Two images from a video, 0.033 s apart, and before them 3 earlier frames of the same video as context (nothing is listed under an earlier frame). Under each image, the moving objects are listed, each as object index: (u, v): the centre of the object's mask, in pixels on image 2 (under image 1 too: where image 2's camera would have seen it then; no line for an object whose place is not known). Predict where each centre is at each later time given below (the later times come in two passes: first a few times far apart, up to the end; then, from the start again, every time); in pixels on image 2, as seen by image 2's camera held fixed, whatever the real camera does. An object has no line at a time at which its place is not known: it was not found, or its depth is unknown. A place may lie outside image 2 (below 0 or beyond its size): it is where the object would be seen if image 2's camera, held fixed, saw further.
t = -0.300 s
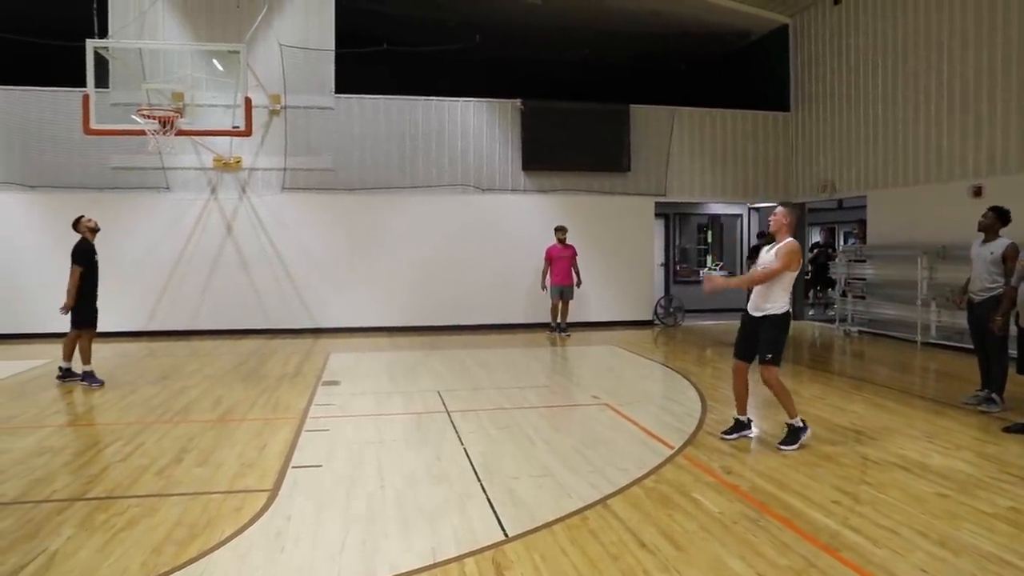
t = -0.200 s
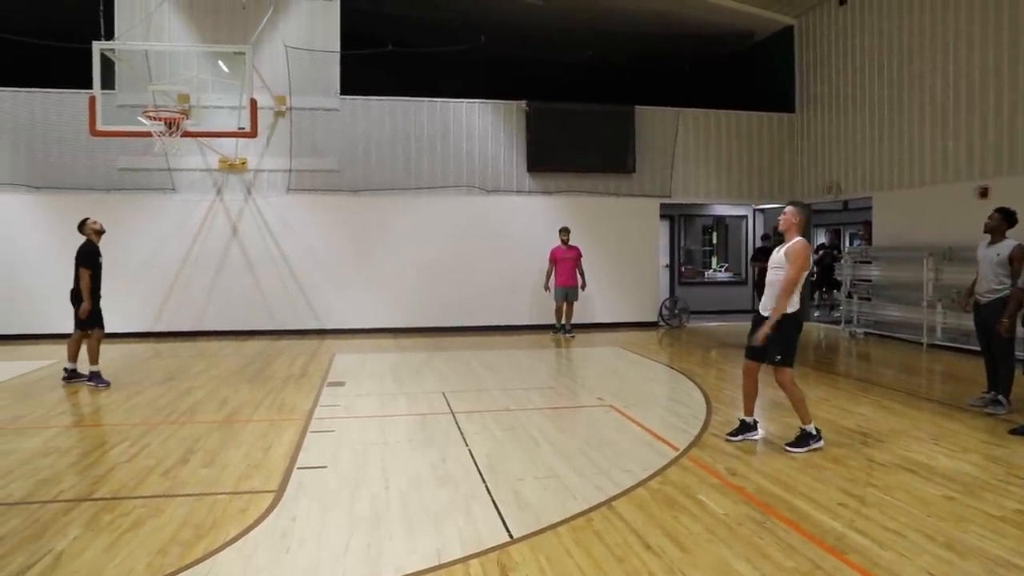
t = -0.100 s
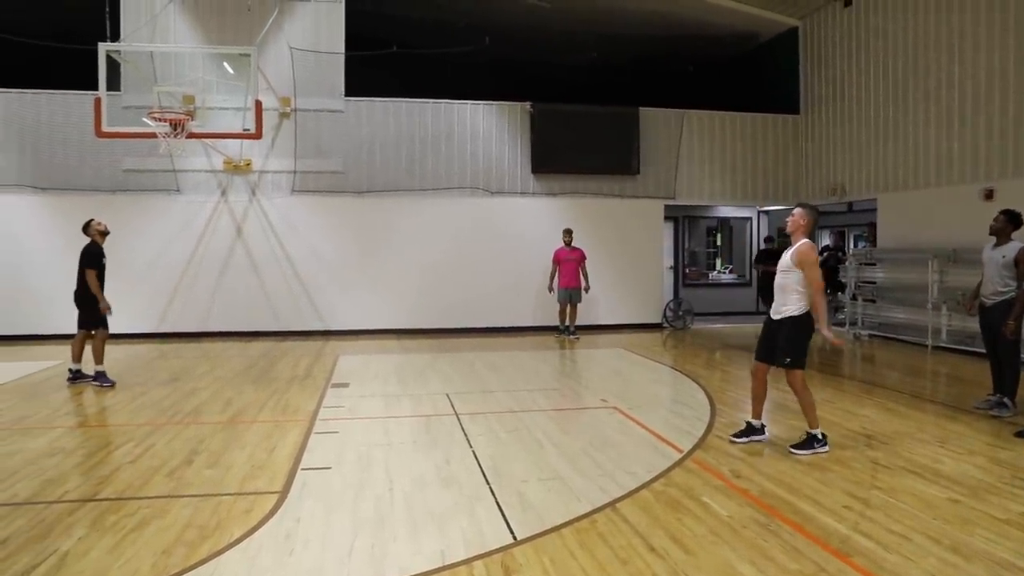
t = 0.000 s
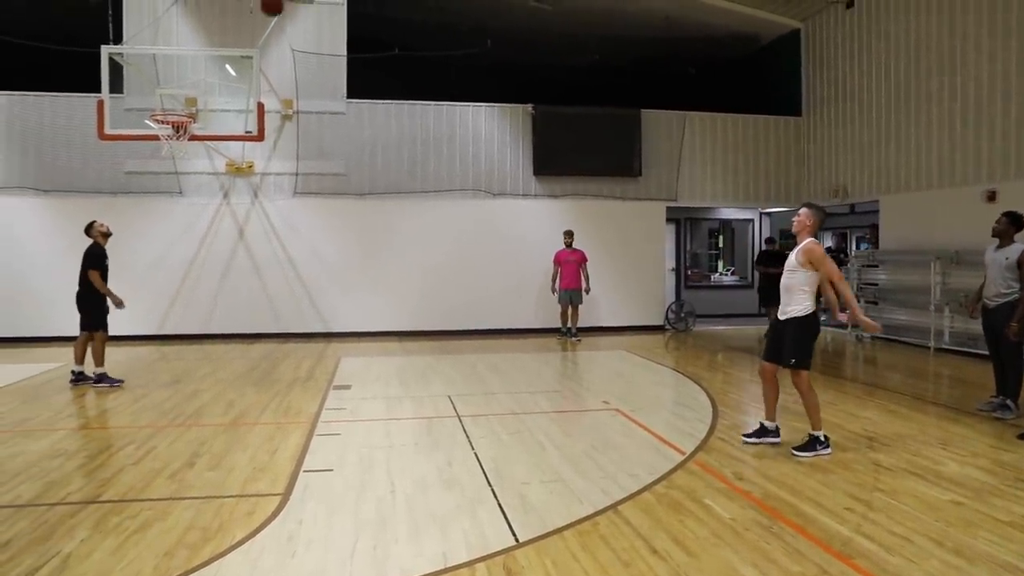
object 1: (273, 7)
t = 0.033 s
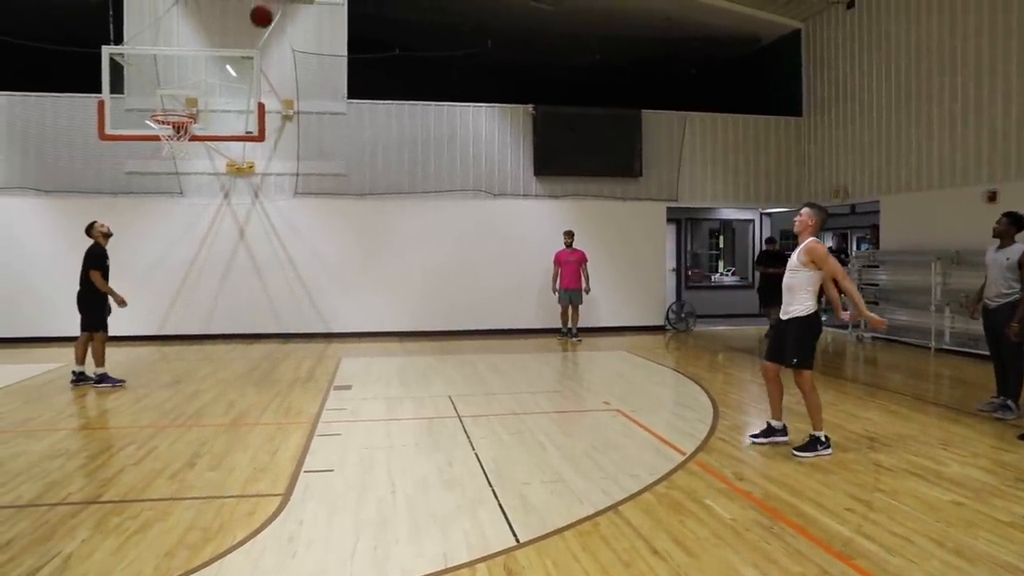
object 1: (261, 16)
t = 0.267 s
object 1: (192, 109)
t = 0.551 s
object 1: (200, 37)
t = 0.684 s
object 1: (204, 26)
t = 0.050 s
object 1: (256, 22)
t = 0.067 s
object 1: (250, 28)
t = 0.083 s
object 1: (245, 34)
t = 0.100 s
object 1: (239, 40)
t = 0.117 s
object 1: (234, 47)
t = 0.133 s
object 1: (228, 54)
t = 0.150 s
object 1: (224, 61)
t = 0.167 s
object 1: (218, 67)
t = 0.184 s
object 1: (213, 75)
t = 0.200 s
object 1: (208, 82)
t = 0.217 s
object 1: (203, 90)
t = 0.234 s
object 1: (198, 98)
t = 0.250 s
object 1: (194, 106)
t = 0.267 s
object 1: (192, 109)
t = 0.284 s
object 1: (192, 104)
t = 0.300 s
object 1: (193, 97)
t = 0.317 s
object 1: (193, 92)
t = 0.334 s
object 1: (194, 86)
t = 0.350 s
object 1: (194, 81)
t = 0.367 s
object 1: (195, 76)
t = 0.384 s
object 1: (195, 71)
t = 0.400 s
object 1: (195, 67)
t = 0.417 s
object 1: (196, 62)
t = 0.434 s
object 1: (196, 58)
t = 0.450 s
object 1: (197, 55)
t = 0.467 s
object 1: (197, 51)
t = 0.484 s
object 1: (198, 48)
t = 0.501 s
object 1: (198, 45)
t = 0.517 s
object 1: (199, 42)
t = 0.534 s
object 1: (199, 39)
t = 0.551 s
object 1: (200, 37)
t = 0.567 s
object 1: (200, 35)
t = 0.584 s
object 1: (201, 33)
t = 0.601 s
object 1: (201, 31)
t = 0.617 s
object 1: (202, 30)
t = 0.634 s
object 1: (202, 29)
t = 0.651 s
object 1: (203, 28)
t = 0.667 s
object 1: (203, 27)
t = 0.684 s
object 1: (204, 26)
